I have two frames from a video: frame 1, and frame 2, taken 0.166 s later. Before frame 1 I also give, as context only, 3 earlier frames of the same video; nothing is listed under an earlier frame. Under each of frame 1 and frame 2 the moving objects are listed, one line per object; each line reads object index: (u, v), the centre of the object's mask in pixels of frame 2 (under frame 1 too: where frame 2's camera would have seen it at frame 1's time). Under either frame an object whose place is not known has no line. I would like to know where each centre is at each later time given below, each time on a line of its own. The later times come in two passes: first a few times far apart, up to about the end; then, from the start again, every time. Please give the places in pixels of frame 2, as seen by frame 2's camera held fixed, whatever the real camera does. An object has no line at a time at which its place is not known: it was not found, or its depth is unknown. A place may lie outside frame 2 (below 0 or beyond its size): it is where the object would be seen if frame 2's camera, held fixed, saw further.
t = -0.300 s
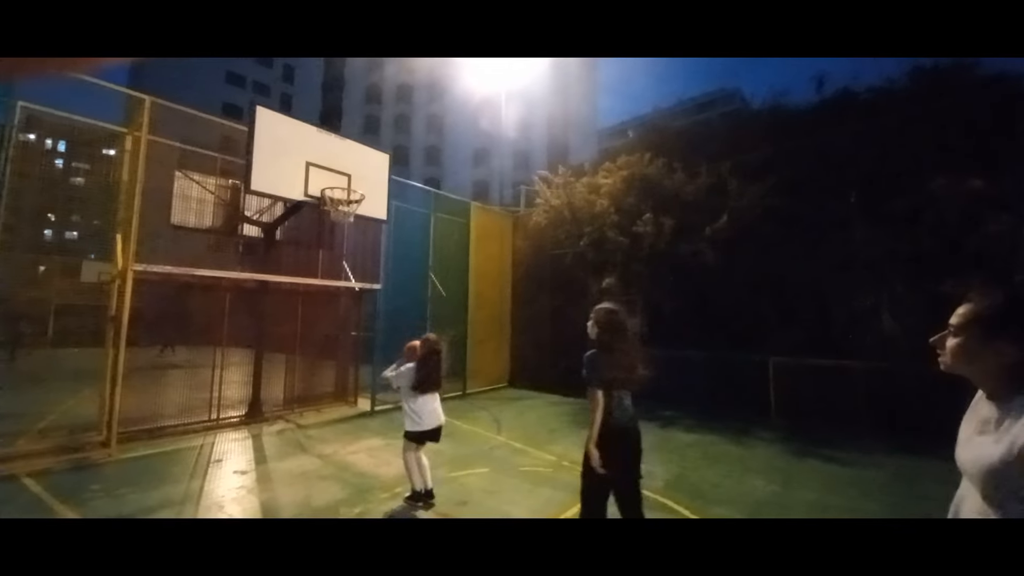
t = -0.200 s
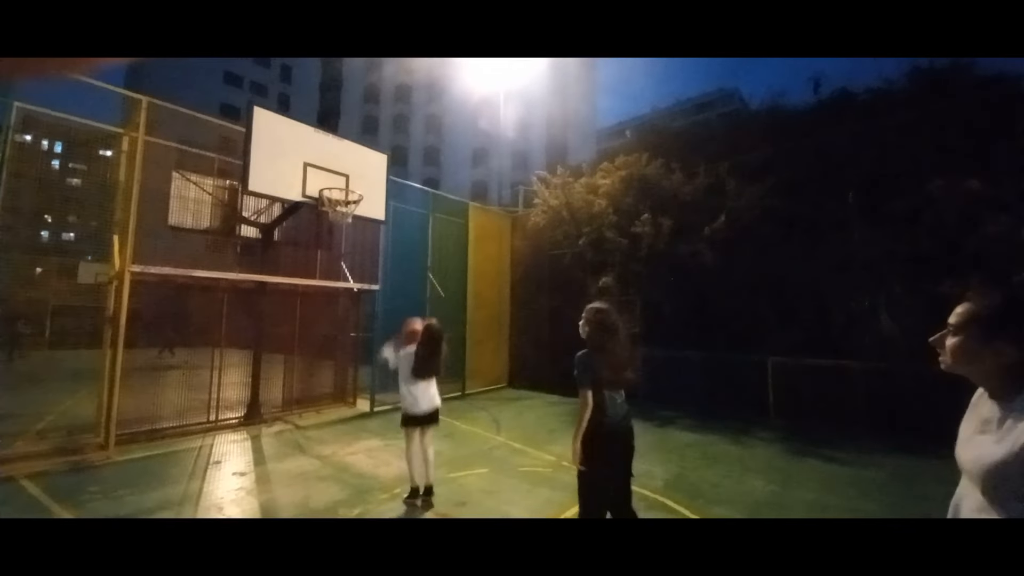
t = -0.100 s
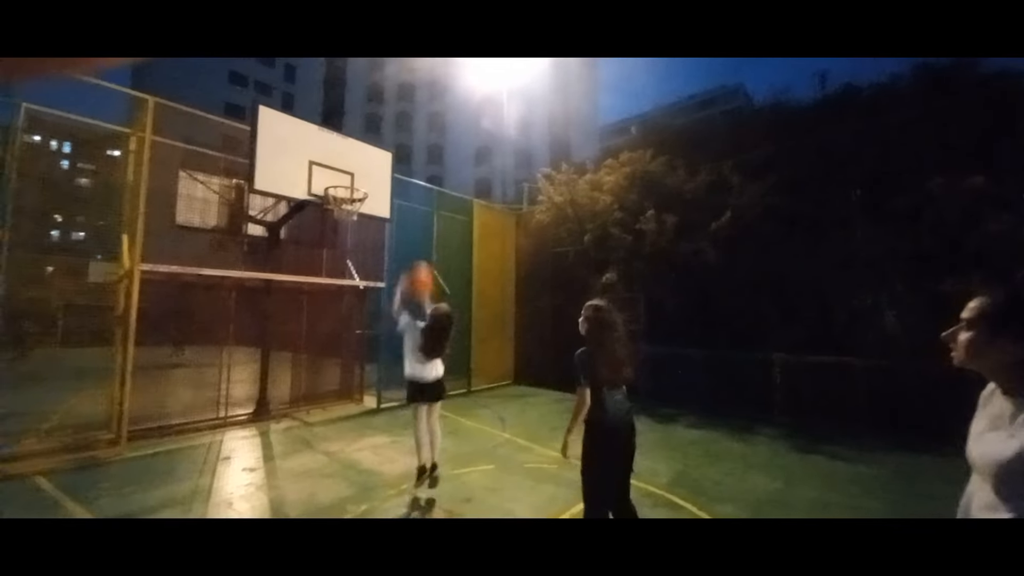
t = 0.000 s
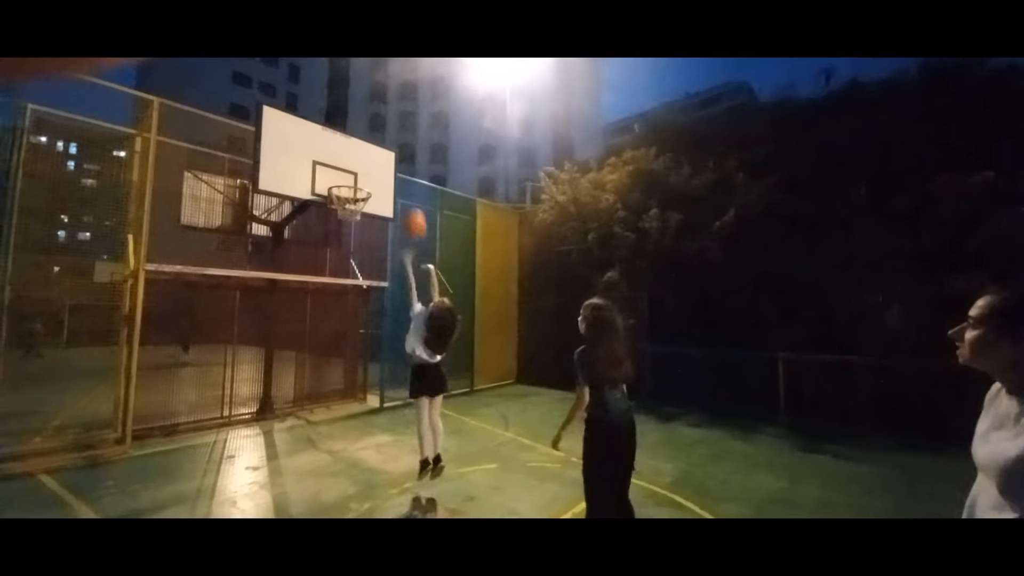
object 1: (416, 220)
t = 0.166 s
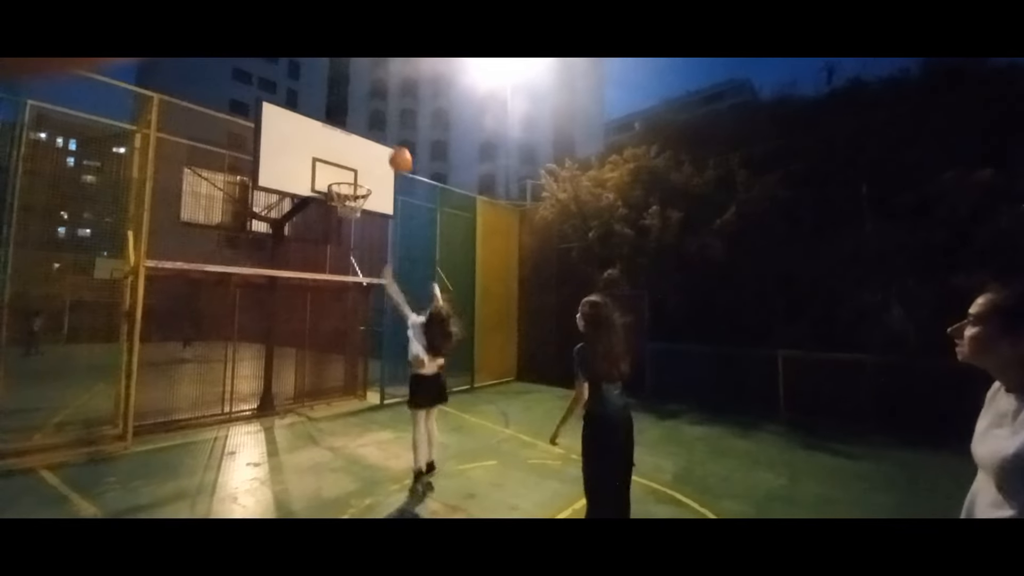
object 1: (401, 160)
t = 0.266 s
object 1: (393, 139)
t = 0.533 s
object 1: (372, 126)
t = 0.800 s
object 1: (368, 152)
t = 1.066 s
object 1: (393, 217)
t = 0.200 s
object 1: (399, 152)
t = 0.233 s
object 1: (395, 145)
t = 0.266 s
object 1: (393, 139)
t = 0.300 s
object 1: (390, 134)
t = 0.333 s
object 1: (387, 132)
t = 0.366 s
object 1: (385, 127)
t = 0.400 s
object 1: (382, 126)
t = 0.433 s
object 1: (379, 124)
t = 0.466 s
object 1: (377, 124)
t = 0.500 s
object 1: (375, 125)
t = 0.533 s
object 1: (372, 126)
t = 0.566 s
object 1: (370, 128)
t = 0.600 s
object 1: (368, 130)
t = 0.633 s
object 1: (364, 134)
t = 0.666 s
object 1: (361, 138)
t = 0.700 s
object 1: (361, 142)
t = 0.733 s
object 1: (362, 145)
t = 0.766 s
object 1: (365, 148)
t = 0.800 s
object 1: (368, 152)
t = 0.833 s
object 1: (371, 157)
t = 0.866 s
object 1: (374, 163)
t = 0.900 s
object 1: (376, 170)
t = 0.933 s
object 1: (379, 177)
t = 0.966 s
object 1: (382, 186)
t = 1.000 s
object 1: (385, 195)
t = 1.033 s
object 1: (389, 206)
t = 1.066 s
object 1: (393, 217)
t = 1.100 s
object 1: (396, 229)
